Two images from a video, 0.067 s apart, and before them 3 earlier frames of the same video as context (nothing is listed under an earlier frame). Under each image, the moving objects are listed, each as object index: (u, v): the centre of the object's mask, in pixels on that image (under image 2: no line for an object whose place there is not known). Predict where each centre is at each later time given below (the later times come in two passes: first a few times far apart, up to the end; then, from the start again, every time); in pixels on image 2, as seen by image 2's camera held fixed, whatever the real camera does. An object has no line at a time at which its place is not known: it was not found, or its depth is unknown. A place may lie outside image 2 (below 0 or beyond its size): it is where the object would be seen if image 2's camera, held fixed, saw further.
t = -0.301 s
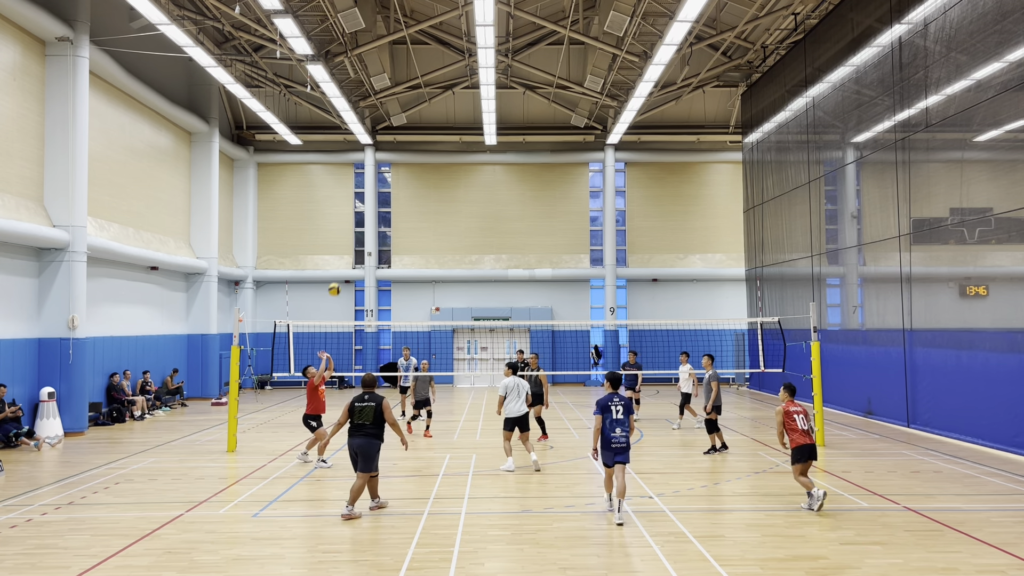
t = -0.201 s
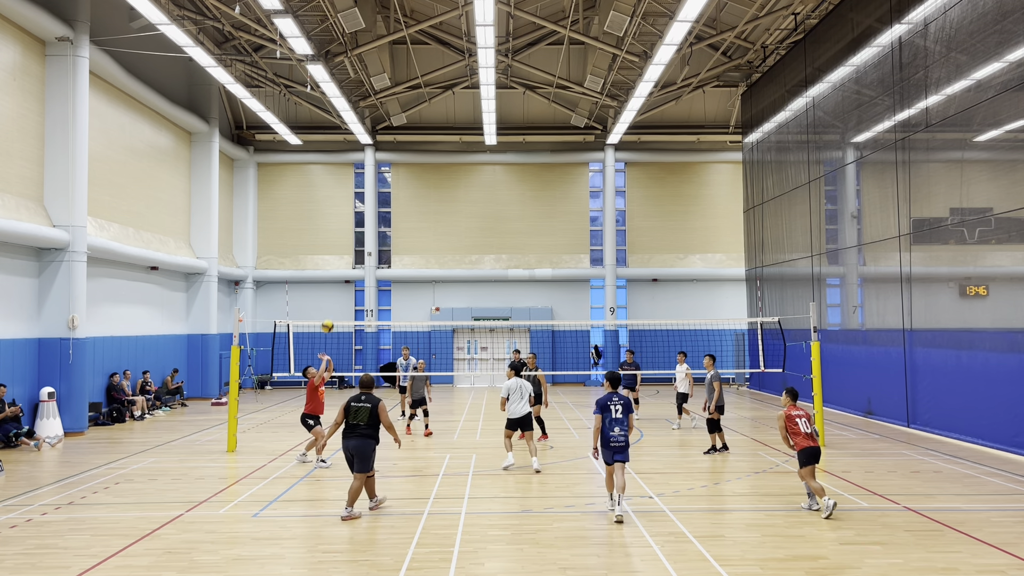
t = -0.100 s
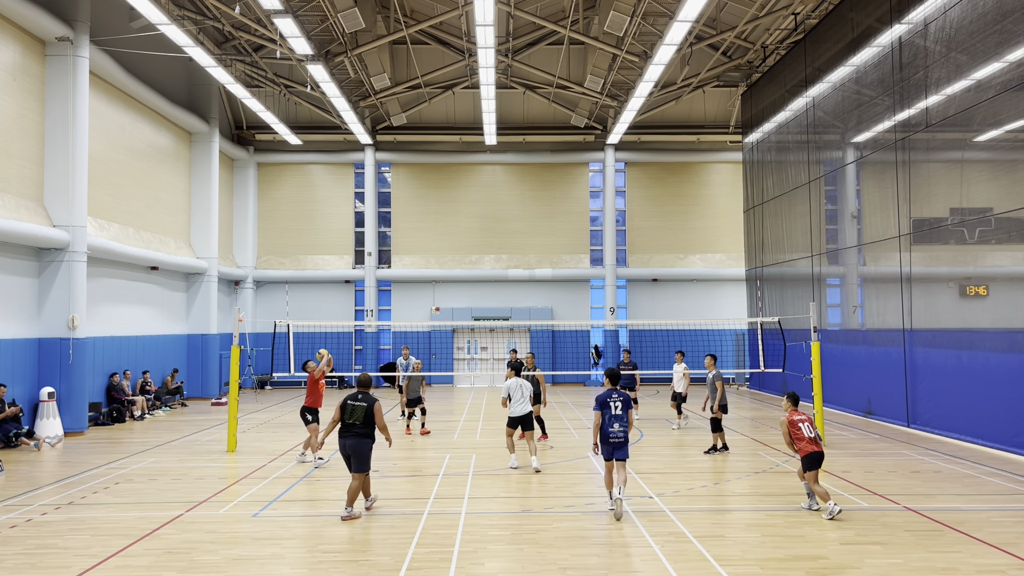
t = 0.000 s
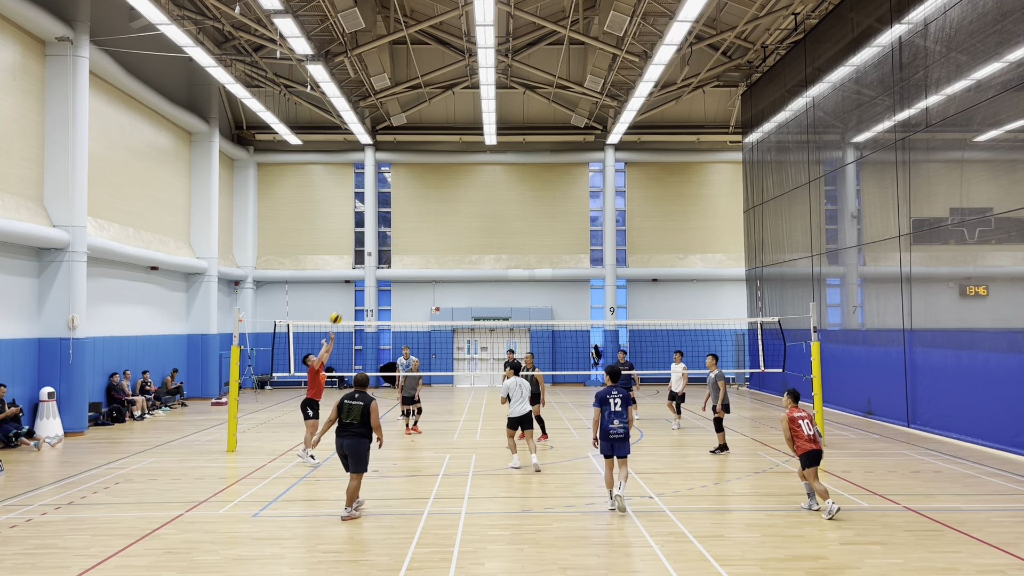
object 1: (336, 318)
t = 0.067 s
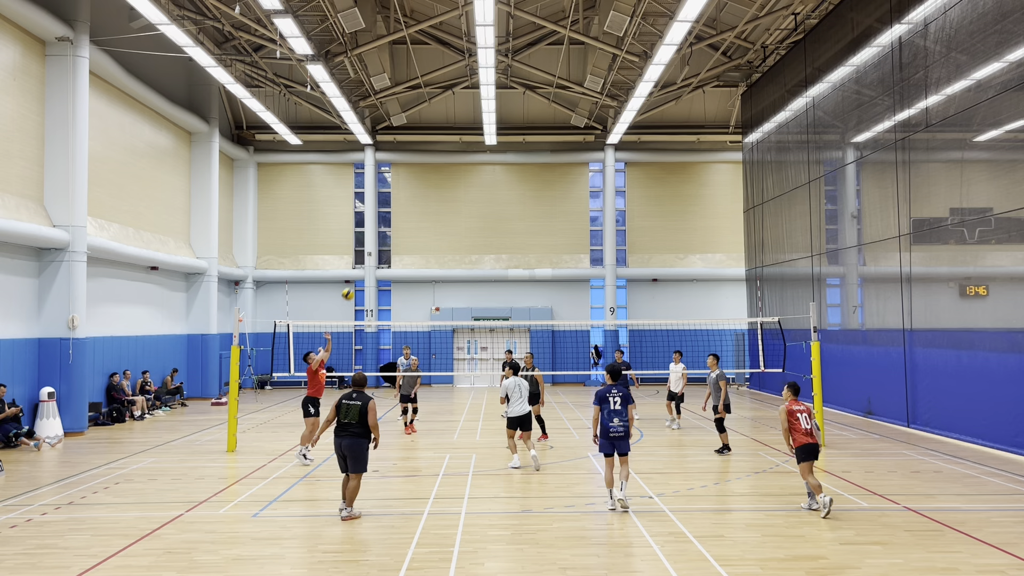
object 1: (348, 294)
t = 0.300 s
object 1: (386, 235)
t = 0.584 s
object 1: (428, 207)
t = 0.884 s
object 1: (469, 223)
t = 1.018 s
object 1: (486, 245)
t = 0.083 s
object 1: (351, 288)
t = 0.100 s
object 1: (353, 283)
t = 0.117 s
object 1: (356, 279)
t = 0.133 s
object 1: (360, 274)
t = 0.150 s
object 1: (362, 269)
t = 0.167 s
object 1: (365, 264)
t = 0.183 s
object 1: (368, 260)
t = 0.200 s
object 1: (370, 256)
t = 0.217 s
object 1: (373, 252)
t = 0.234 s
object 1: (376, 248)
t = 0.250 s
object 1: (379, 245)
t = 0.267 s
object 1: (382, 241)
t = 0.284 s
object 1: (384, 238)
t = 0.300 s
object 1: (386, 235)
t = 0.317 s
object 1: (389, 232)
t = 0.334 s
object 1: (392, 229)
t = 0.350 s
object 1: (394, 227)
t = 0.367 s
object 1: (397, 224)
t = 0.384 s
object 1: (399, 222)
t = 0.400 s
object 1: (402, 220)
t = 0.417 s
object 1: (405, 218)
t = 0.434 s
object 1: (407, 216)
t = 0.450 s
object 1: (410, 214)
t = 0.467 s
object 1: (412, 213)
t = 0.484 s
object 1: (415, 211)
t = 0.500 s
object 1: (417, 210)
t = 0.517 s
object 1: (419, 209)
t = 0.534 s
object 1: (422, 209)
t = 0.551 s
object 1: (424, 208)
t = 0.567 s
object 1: (426, 207)
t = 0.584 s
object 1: (428, 207)
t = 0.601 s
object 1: (431, 206)
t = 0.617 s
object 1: (433, 206)
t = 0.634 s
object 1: (436, 206)
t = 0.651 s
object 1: (438, 207)
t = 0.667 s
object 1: (440, 207)
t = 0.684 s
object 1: (443, 207)
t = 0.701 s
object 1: (445, 208)
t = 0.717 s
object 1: (447, 208)
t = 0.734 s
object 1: (450, 209)
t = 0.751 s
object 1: (452, 210)
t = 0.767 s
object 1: (454, 211)
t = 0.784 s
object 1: (456, 213)
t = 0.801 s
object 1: (459, 214)
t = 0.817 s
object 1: (461, 216)
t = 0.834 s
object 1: (463, 218)
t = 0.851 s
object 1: (465, 220)
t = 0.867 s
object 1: (467, 221)
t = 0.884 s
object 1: (469, 223)
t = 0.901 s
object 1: (471, 225)
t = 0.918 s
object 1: (474, 228)
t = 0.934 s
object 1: (476, 230)
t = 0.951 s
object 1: (478, 233)
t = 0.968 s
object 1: (480, 236)
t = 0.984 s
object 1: (482, 238)
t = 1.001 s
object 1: (484, 242)
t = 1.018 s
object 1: (486, 245)
